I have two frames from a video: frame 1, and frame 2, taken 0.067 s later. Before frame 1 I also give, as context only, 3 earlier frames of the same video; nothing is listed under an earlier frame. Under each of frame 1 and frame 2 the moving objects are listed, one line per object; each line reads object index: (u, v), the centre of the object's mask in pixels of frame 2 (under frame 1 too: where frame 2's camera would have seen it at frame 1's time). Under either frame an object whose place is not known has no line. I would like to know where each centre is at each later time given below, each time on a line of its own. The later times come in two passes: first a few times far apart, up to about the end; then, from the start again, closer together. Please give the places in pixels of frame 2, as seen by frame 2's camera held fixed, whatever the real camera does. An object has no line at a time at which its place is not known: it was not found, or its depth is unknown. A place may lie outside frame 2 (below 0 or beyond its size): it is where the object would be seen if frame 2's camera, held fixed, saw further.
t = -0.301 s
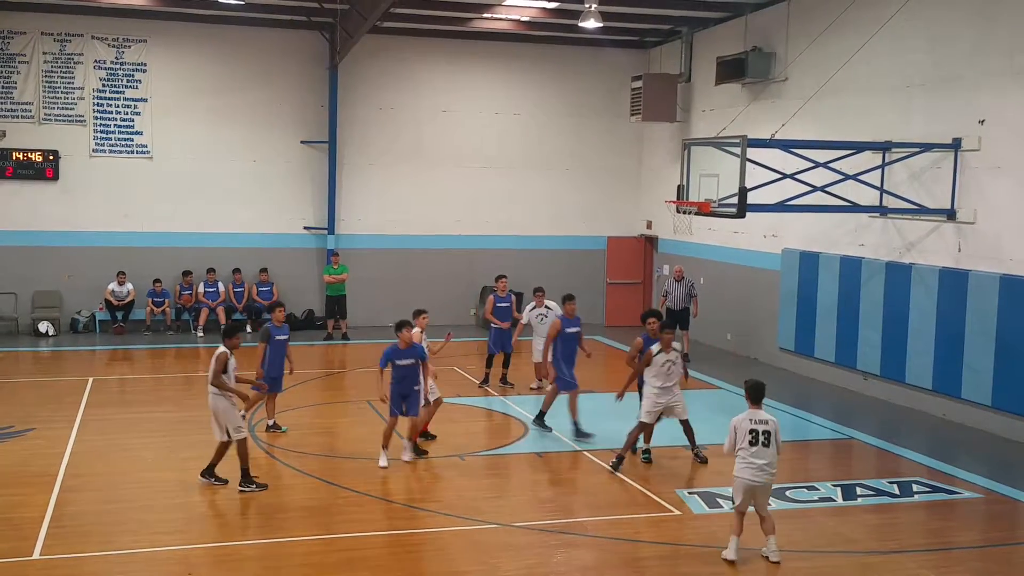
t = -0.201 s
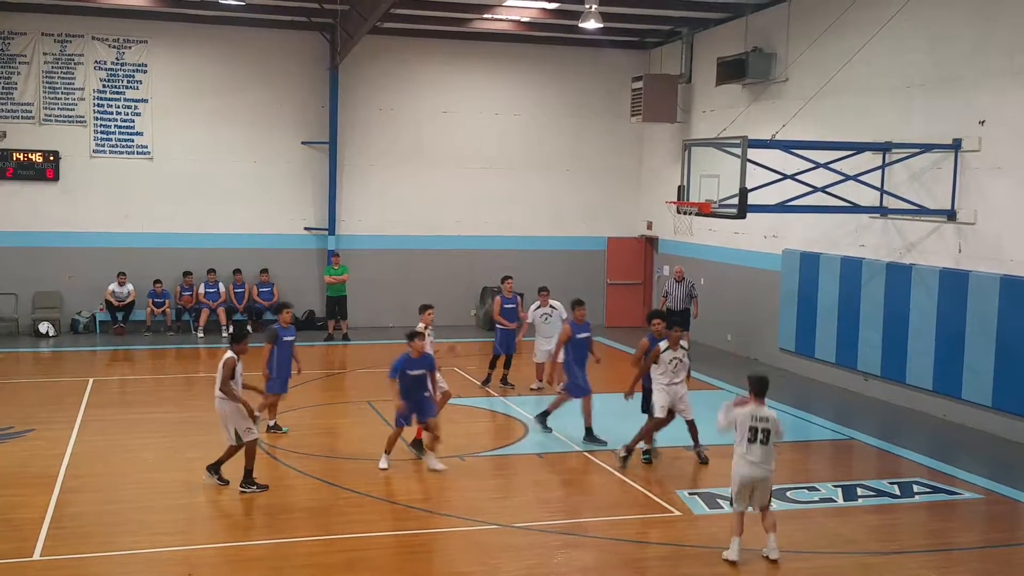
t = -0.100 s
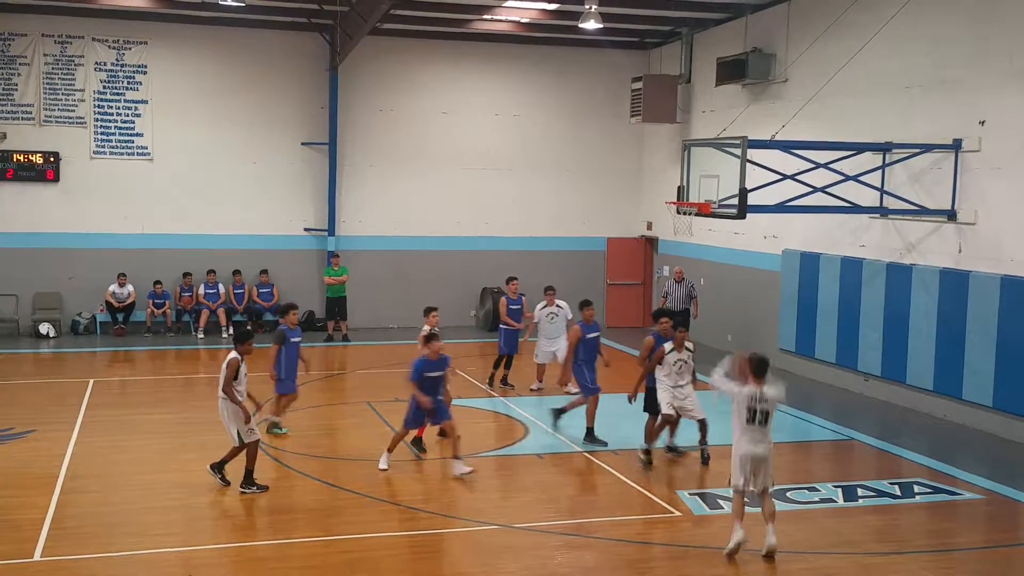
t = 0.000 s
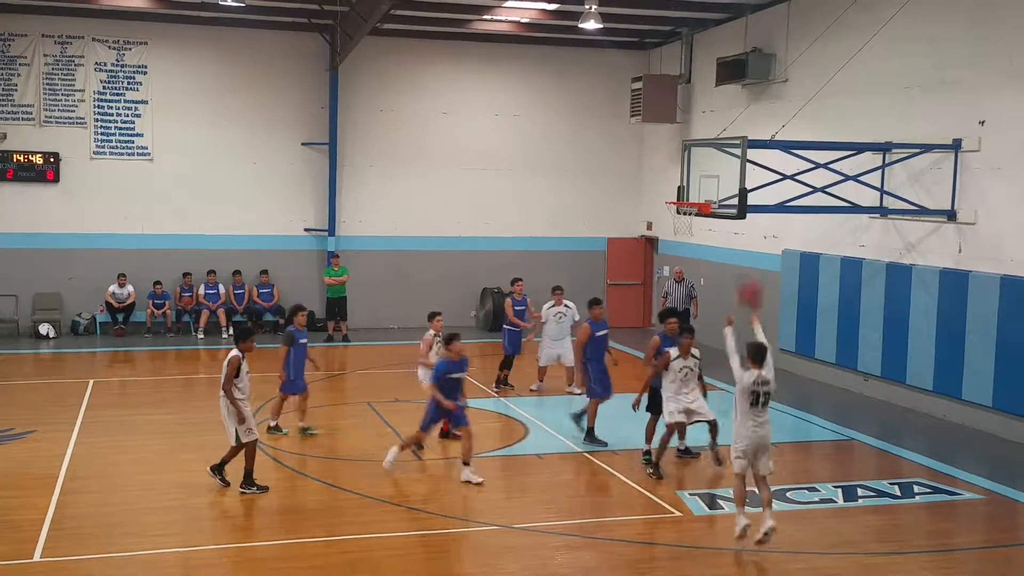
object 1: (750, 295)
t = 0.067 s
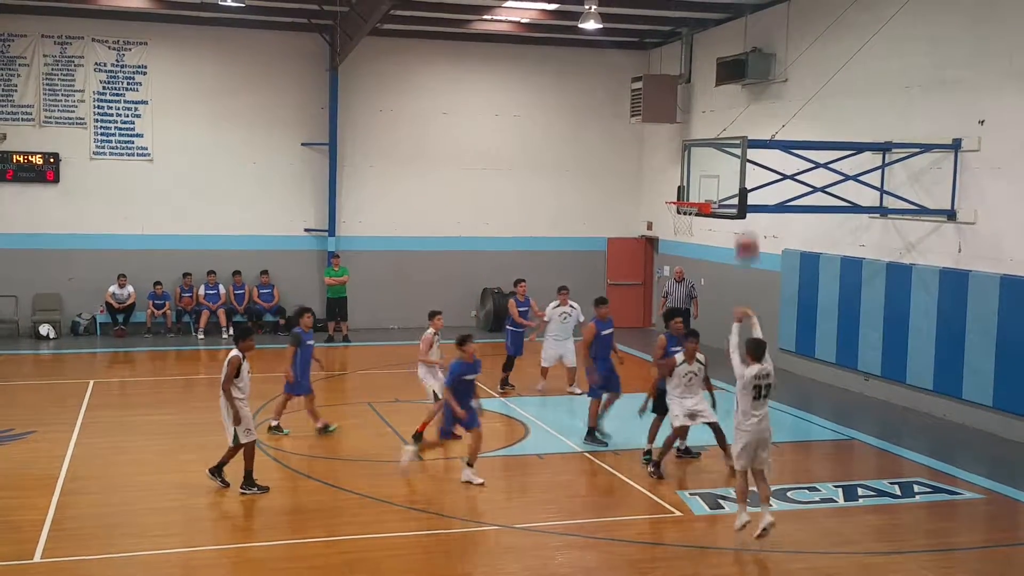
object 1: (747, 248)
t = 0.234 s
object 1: (740, 158)
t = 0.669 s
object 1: (723, 76)
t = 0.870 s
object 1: (712, 95)
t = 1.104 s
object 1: (701, 150)
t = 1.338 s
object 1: (682, 167)
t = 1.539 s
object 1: (655, 127)
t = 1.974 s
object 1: (594, 132)
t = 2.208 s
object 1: (563, 186)
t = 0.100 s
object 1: (746, 226)
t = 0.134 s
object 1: (745, 207)
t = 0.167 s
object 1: (742, 190)
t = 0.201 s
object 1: (741, 173)
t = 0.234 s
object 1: (740, 158)
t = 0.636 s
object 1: (724, 76)
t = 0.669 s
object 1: (723, 76)
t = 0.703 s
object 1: (721, 77)
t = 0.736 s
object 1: (719, 79)
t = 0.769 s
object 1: (717, 82)
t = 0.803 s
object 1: (716, 85)
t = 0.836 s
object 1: (714, 90)
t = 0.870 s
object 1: (712, 95)
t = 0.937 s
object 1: (709, 107)
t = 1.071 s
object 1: (702, 141)
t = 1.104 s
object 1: (701, 150)
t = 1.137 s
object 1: (700, 160)
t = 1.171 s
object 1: (698, 172)
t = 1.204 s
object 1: (697, 183)
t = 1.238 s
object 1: (695, 193)
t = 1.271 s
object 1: (692, 187)
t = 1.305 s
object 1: (686, 177)
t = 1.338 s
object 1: (682, 167)
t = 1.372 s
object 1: (678, 159)
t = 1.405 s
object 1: (673, 151)
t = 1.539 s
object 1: (655, 127)
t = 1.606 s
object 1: (645, 119)
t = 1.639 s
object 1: (641, 117)
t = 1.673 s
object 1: (635, 116)
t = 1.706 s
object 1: (632, 114)
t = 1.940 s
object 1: (598, 127)
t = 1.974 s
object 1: (594, 132)
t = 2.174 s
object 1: (568, 176)
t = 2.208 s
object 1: (563, 186)
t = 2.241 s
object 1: (560, 197)
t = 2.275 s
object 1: (555, 207)
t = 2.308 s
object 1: (551, 220)
